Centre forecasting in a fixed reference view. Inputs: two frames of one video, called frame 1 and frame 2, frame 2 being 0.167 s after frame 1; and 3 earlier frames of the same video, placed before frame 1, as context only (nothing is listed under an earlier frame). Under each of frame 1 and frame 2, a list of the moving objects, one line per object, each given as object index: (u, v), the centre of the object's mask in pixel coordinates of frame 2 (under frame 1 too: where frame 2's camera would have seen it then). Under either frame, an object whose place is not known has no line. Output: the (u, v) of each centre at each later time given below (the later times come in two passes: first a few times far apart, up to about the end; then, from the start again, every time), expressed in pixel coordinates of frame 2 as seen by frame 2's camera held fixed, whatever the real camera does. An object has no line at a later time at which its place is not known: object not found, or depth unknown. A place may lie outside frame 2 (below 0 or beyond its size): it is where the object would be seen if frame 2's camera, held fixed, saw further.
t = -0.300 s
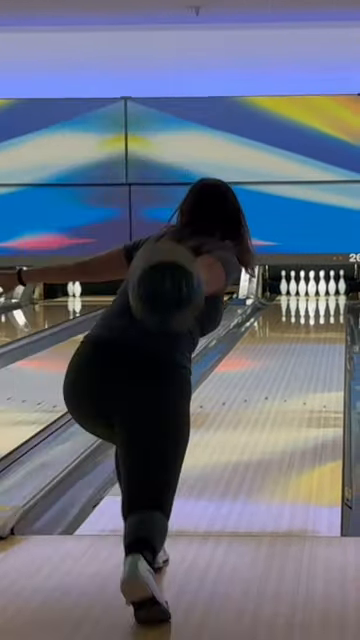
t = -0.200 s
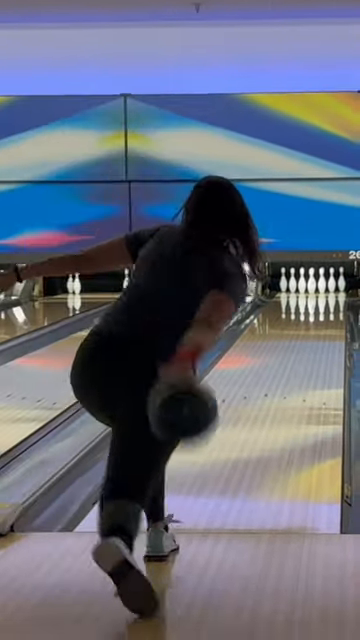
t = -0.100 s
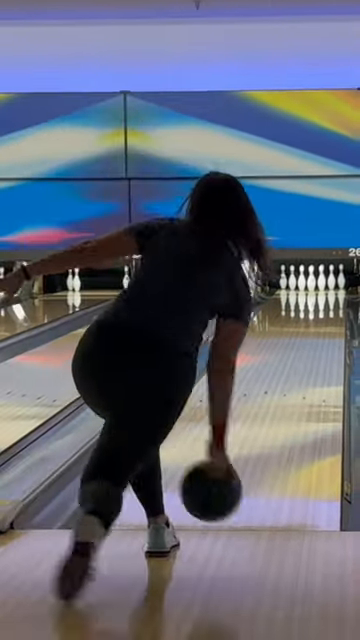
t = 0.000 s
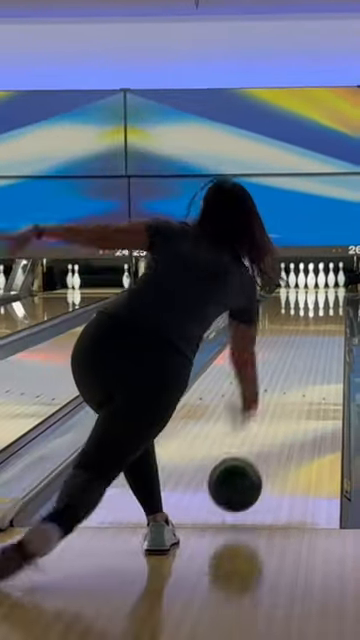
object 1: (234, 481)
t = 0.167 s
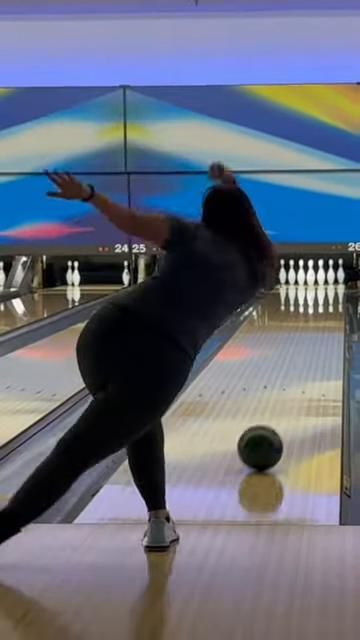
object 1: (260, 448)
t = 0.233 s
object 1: (268, 432)
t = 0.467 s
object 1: (289, 393)
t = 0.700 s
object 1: (304, 364)
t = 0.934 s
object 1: (314, 344)
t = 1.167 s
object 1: (322, 328)
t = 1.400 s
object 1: (327, 315)
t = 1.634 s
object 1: (329, 306)
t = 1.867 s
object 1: (329, 298)
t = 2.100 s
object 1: (328, 291)
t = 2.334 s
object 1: (323, 286)
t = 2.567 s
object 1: (317, 281)
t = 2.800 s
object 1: (315, 278)
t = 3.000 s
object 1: (316, 277)
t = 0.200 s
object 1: (264, 440)
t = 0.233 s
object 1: (268, 432)
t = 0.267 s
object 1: (272, 426)
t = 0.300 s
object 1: (275, 419)
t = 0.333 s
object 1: (278, 414)
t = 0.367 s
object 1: (281, 408)
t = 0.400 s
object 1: (284, 403)
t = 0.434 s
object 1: (287, 398)
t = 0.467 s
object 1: (289, 393)
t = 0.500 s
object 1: (292, 388)
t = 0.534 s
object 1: (294, 384)
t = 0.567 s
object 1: (296, 379)
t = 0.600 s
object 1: (298, 375)
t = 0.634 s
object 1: (300, 372)
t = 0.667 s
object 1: (302, 368)
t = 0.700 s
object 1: (304, 364)
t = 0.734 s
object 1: (306, 361)
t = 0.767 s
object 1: (307, 358)
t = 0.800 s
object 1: (309, 355)
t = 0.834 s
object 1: (310, 352)
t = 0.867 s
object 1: (312, 349)
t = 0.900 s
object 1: (313, 347)
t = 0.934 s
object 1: (314, 344)
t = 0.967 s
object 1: (315, 341)
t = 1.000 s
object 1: (317, 339)
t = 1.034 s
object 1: (318, 337)
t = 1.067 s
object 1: (319, 334)
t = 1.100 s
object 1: (320, 332)
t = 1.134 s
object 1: (321, 330)
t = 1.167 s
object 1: (322, 328)
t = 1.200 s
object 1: (322, 326)
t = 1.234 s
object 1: (323, 324)
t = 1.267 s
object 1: (324, 322)
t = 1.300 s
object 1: (325, 321)
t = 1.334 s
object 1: (325, 319)
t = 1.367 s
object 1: (326, 317)
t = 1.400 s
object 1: (327, 315)
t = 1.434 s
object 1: (327, 313)
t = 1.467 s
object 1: (328, 312)
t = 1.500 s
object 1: (328, 311)
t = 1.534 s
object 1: (328, 309)
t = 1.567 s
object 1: (328, 308)
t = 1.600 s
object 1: (329, 307)
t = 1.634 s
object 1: (329, 306)
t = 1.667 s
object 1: (329, 304)
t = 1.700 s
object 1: (329, 303)
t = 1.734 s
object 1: (329, 301)
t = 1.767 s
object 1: (329, 301)
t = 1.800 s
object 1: (329, 299)
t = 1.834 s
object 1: (330, 299)
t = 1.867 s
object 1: (329, 298)
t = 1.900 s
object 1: (329, 297)
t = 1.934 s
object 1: (329, 296)
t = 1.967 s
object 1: (329, 295)
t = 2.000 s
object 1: (329, 294)
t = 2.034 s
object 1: (329, 293)
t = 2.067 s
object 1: (328, 292)
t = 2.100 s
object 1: (328, 291)
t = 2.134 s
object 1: (327, 290)
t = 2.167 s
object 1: (327, 290)
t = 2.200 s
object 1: (326, 289)
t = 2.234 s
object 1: (326, 288)
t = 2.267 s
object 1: (325, 287)
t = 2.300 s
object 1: (324, 287)
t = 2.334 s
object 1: (323, 286)
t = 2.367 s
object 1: (322, 285)
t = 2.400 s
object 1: (322, 284)
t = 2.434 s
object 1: (321, 284)
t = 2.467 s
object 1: (320, 283)
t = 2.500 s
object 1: (319, 282)
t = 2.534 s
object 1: (318, 281)
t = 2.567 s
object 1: (317, 281)
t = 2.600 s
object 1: (316, 280)
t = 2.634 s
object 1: (315, 279)
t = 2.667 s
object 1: (315, 279)
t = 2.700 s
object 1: (316, 279)
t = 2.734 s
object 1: (316, 279)
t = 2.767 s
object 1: (315, 278)
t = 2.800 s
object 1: (315, 278)
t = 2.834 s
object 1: (315, 278)
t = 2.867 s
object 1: (315, 277)
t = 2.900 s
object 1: (316, 277)
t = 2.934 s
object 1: (315, 277)
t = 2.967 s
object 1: (316, 277)
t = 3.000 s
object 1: (316, 277)
